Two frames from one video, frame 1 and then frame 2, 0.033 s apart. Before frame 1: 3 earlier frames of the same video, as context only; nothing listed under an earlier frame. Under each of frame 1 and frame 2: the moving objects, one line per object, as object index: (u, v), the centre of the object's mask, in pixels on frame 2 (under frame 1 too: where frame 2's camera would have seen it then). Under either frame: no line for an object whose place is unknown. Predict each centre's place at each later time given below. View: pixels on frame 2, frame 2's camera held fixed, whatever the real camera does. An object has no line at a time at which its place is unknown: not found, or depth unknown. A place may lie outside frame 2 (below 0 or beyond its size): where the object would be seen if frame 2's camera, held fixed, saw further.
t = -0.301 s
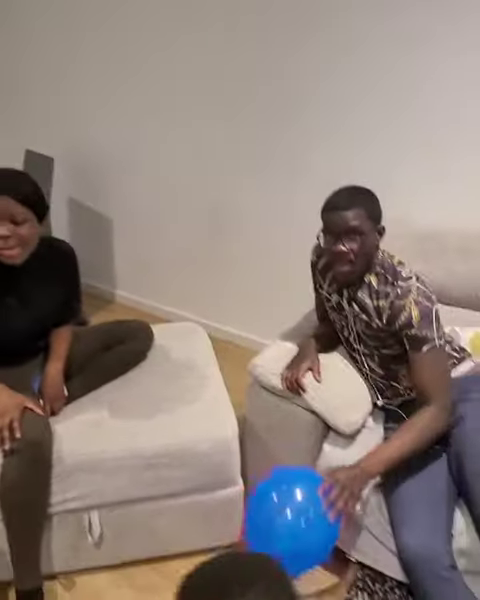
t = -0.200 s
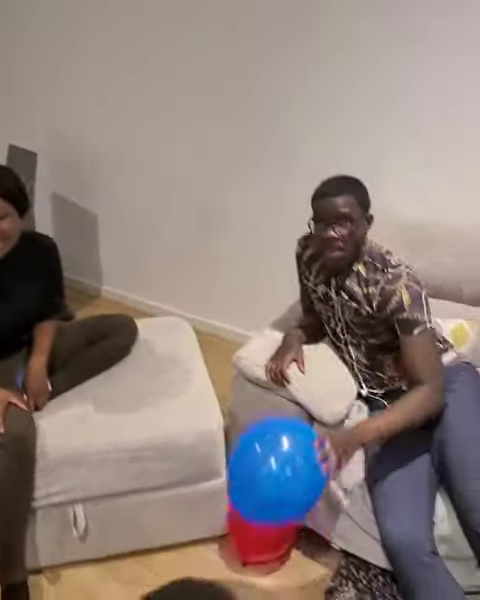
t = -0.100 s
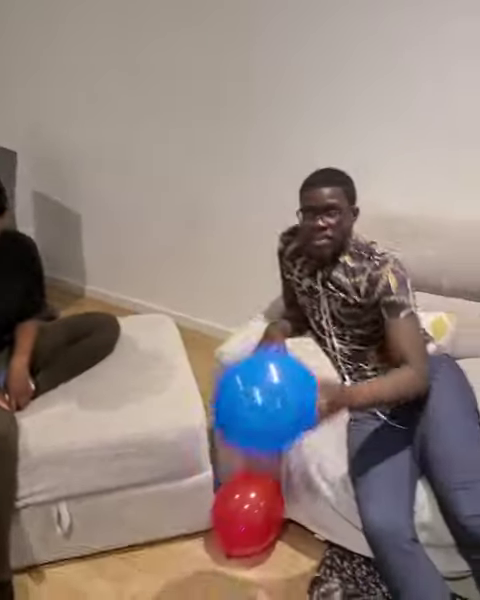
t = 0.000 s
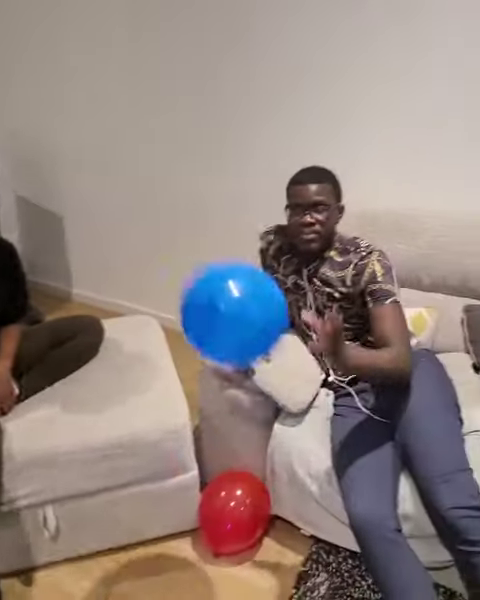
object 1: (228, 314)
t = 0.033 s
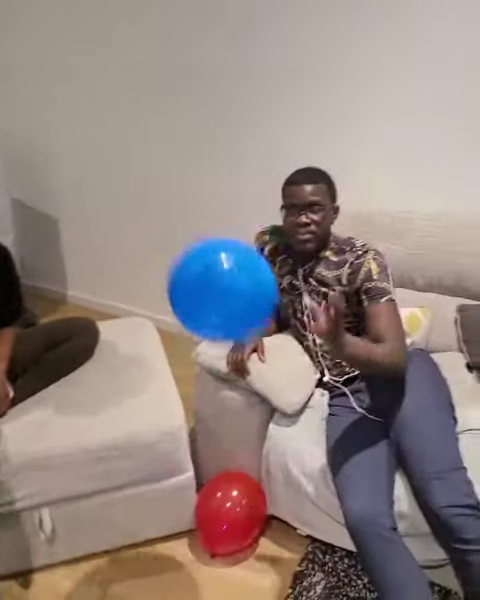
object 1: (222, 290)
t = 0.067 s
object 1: (216, 265)
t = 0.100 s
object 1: (210, 241)
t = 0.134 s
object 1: (205, 219)
